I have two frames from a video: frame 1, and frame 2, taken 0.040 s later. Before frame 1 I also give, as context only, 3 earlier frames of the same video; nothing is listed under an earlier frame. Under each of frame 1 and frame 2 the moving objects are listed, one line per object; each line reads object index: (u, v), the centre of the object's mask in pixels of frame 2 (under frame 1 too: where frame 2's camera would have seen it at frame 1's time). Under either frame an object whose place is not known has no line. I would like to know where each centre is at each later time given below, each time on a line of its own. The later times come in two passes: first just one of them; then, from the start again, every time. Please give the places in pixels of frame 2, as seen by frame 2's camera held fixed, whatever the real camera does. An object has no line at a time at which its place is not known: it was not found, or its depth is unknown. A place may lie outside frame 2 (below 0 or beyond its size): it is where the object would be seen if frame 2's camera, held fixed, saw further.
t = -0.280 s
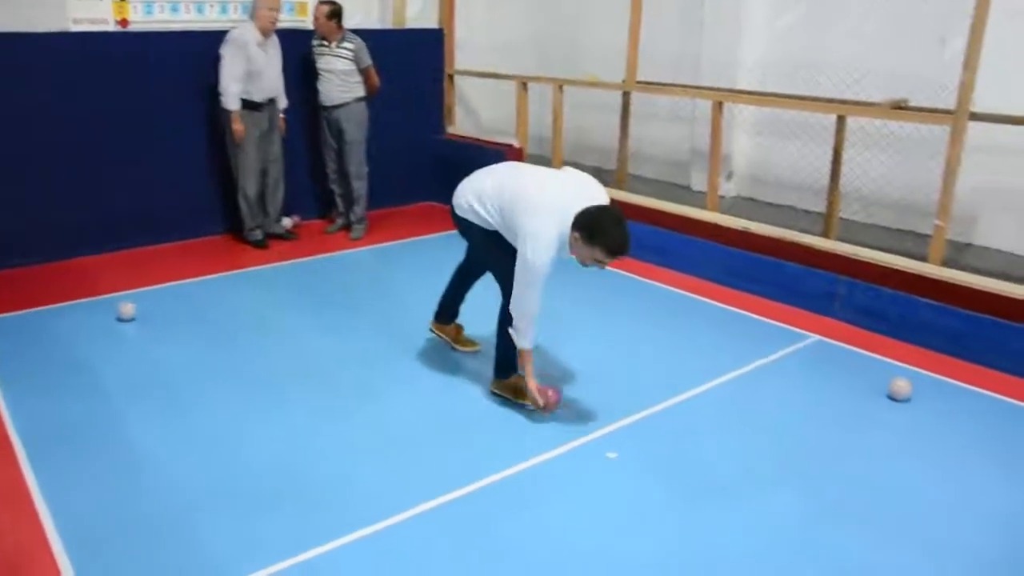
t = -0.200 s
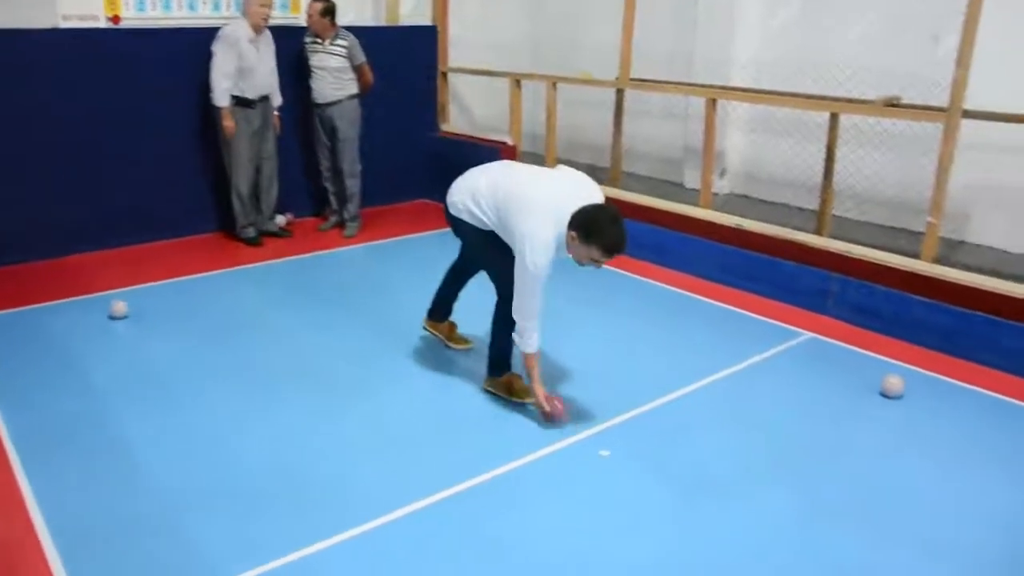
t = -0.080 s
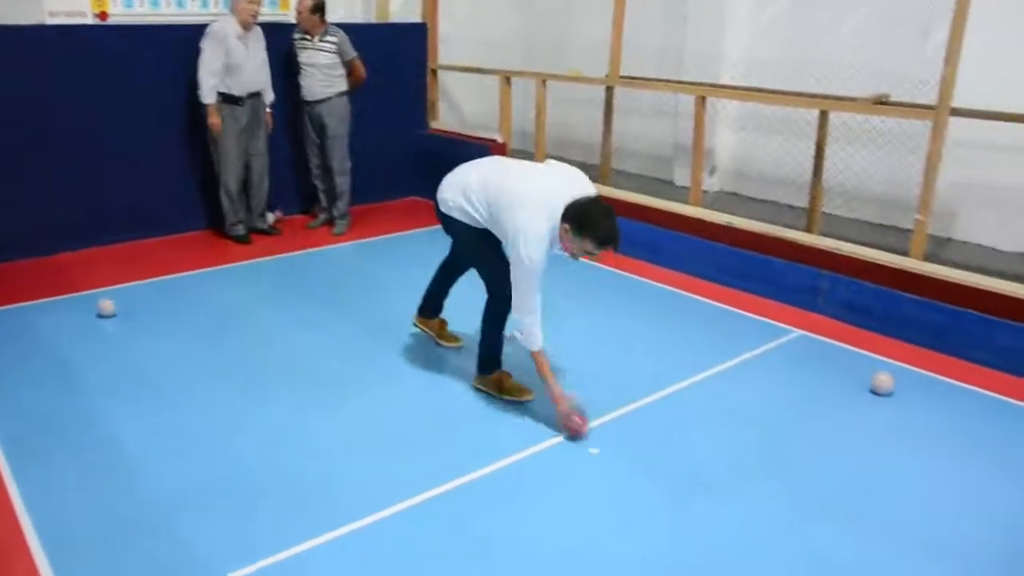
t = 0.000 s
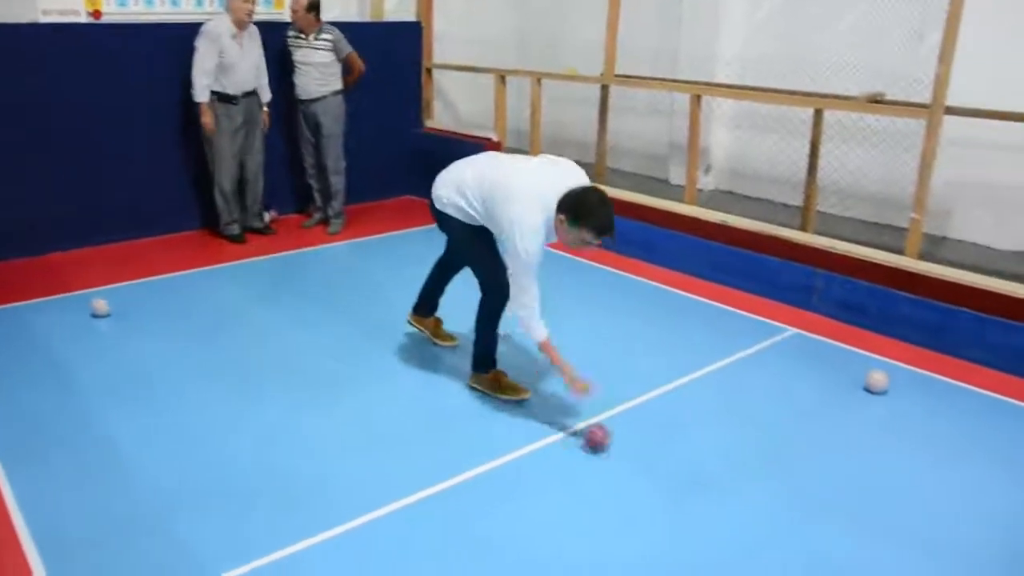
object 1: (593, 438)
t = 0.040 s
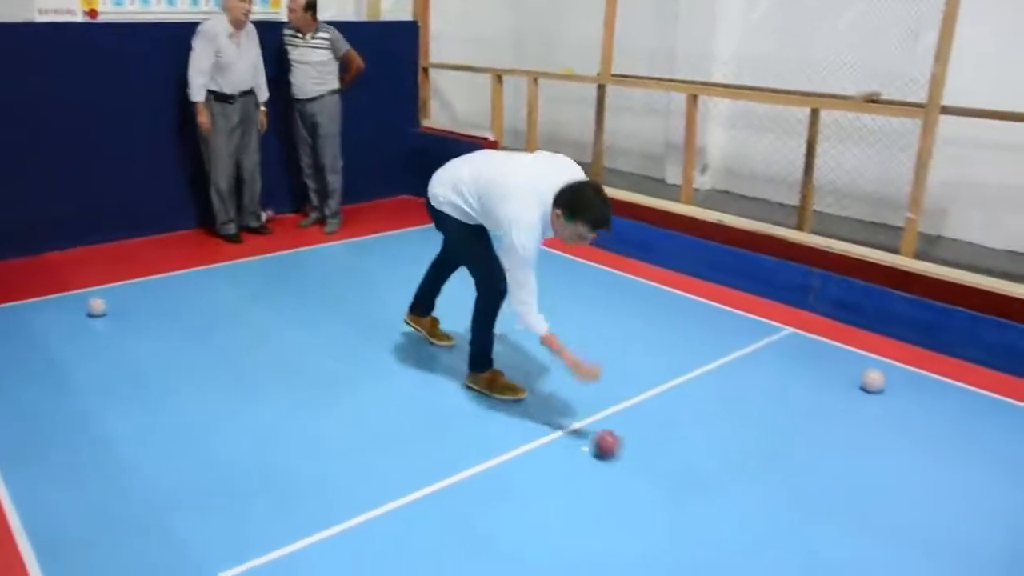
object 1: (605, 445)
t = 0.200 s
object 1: (656, 471)
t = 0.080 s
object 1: (619, 451)
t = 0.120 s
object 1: (630, 458)
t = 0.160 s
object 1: (643, 465)
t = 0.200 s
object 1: (656, 471)
